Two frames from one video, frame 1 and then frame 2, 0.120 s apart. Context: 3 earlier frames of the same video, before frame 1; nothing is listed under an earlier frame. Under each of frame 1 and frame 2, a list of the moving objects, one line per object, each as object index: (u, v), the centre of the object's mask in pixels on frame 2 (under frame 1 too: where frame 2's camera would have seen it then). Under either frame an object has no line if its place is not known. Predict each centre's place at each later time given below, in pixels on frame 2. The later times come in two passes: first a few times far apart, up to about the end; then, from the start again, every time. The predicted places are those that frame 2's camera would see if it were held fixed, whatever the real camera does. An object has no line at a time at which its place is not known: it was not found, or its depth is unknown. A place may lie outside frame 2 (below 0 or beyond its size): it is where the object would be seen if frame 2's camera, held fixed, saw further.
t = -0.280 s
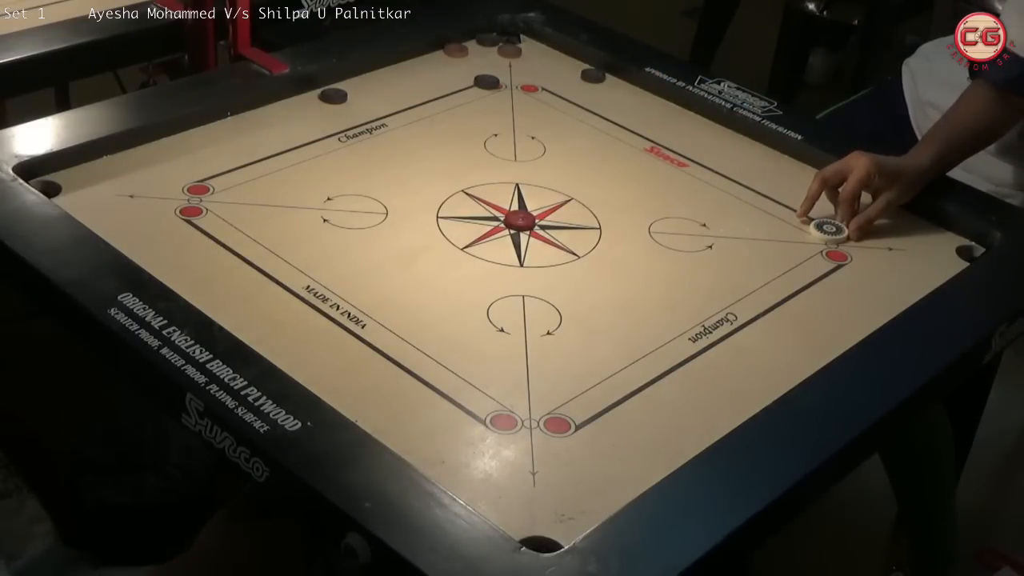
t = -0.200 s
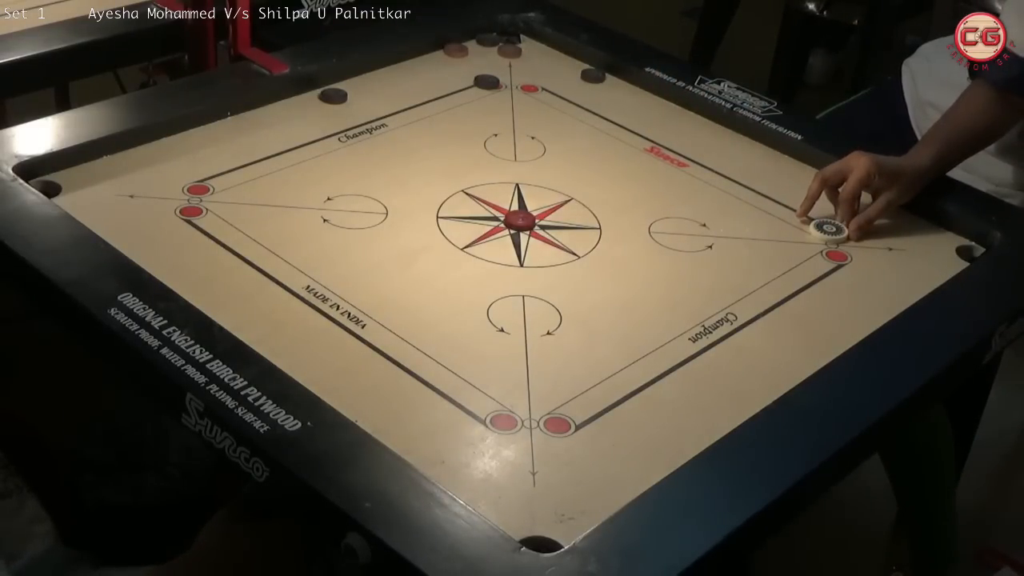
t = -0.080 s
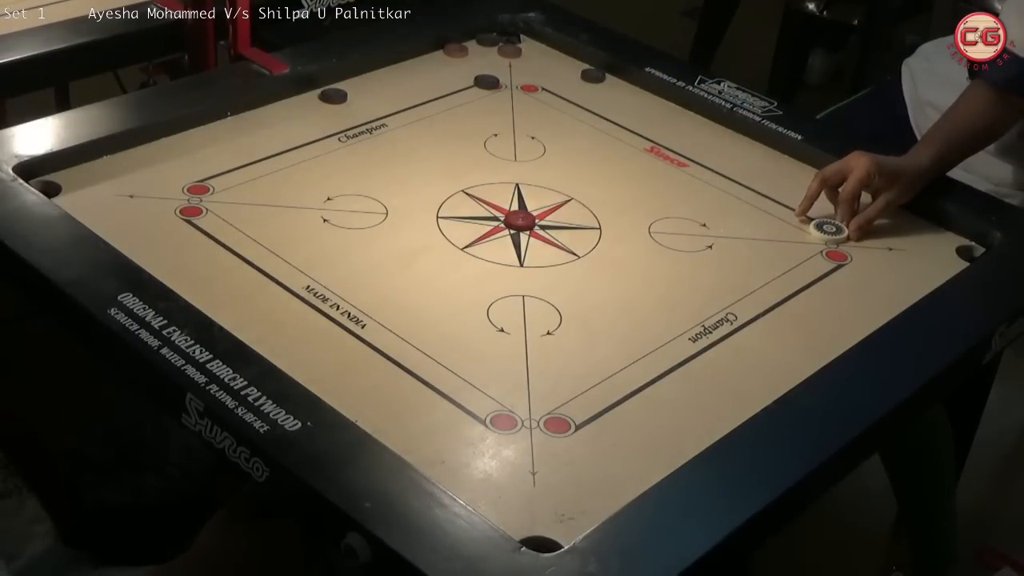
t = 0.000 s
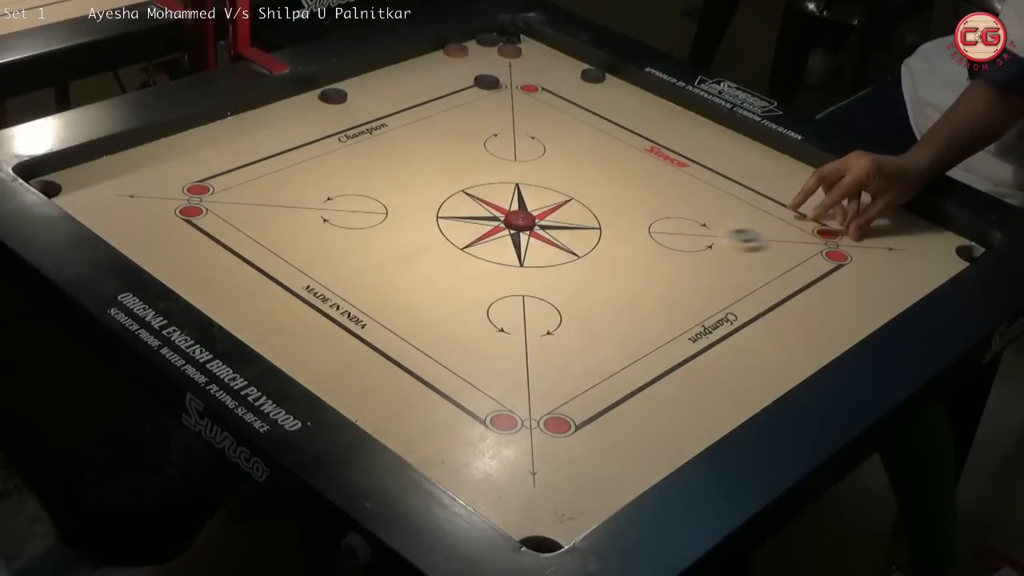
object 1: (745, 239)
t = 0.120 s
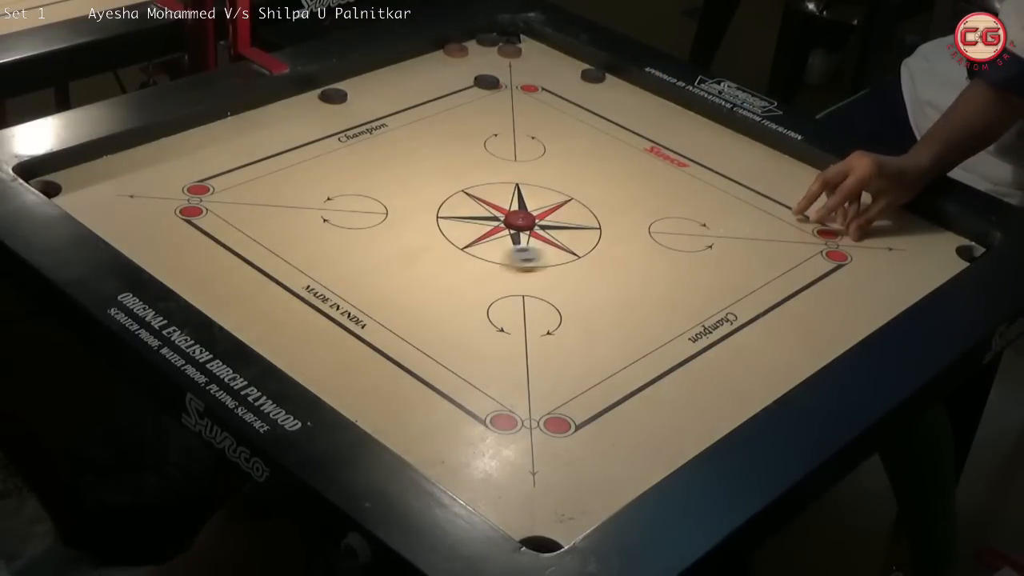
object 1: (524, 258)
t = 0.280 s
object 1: (219, 286)
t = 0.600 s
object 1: (373, 129)
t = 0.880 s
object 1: (479, 61)
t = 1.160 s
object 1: (550, 65)
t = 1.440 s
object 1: (570, 66)
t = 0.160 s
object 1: (449, 265)
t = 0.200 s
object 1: (373, 271)
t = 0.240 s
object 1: (297, 279)
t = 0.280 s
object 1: (219, 286)
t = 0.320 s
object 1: (191, 277)
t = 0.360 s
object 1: (224, 250)
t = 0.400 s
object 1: (254, 225)
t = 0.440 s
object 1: (281, 202)
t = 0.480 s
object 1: (307, 181)
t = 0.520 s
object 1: (329, 163)
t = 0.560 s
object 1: (352, 145)
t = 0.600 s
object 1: (373, 129)
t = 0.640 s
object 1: (393, 114)
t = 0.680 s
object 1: (409, 102)
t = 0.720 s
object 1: (424, 89)
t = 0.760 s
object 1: (438, 79)
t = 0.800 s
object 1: (451, 68)
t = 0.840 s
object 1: (463, 61)
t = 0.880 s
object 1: (479, 61)
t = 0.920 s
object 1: (493, 61)
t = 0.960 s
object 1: (506, 61)
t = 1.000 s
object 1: (517, 62)
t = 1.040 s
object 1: (527, 63)
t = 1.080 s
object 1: (536, 64)
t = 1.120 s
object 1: (543, 64)
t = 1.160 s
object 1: (550, 65)
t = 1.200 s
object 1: (555, 65)
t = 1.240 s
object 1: (560, 66)
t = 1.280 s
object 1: (563, 66)
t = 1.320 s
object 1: (566, 66)
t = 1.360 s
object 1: (568, 66)
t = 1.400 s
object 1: (570, 66)
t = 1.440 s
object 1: (570, 66)
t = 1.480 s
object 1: (570, 66)
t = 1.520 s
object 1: (570, 66)
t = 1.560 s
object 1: (570, 66)
